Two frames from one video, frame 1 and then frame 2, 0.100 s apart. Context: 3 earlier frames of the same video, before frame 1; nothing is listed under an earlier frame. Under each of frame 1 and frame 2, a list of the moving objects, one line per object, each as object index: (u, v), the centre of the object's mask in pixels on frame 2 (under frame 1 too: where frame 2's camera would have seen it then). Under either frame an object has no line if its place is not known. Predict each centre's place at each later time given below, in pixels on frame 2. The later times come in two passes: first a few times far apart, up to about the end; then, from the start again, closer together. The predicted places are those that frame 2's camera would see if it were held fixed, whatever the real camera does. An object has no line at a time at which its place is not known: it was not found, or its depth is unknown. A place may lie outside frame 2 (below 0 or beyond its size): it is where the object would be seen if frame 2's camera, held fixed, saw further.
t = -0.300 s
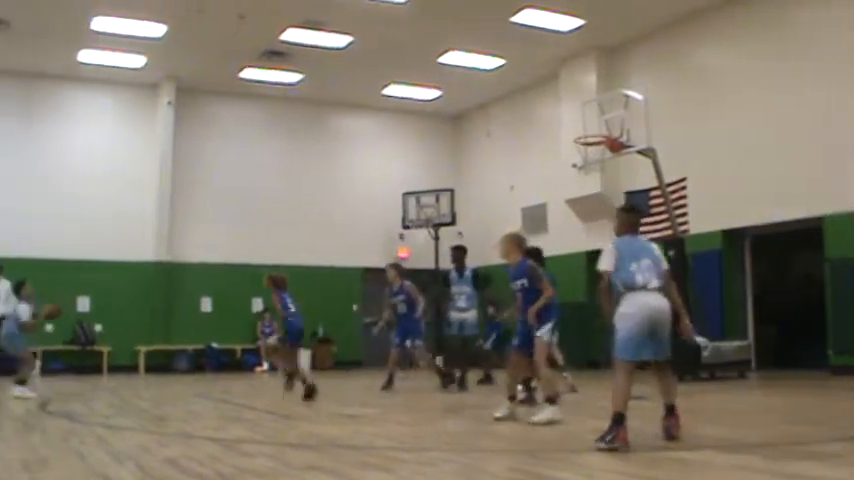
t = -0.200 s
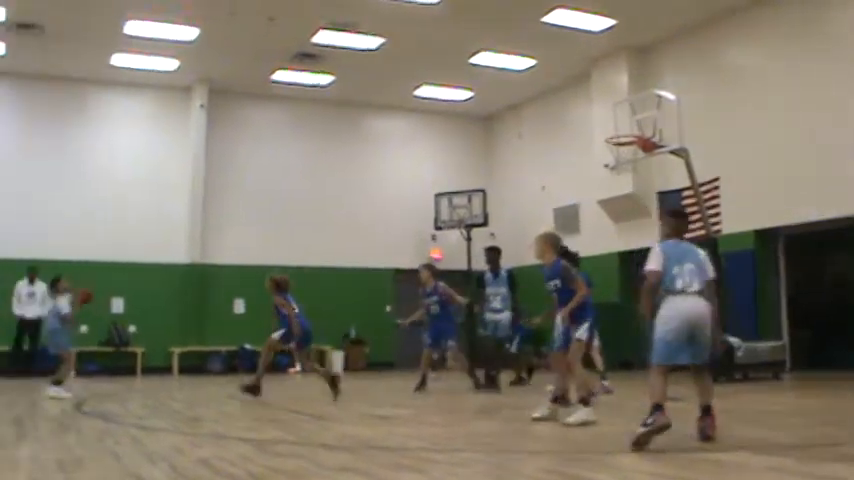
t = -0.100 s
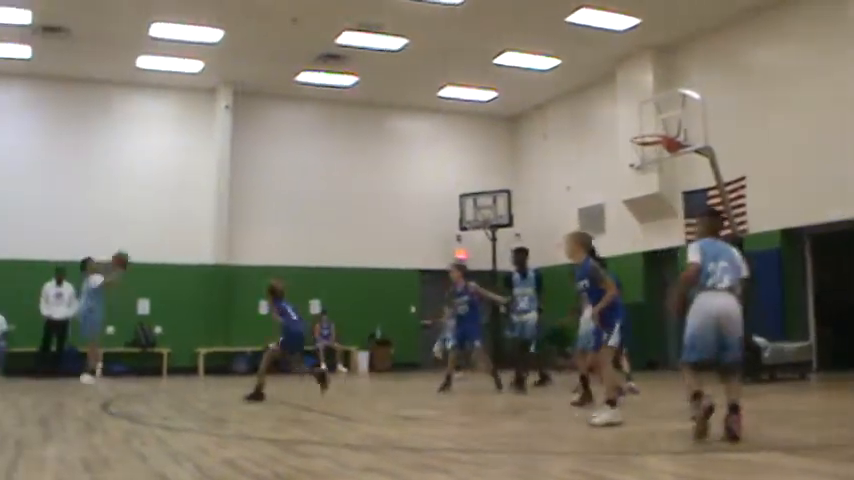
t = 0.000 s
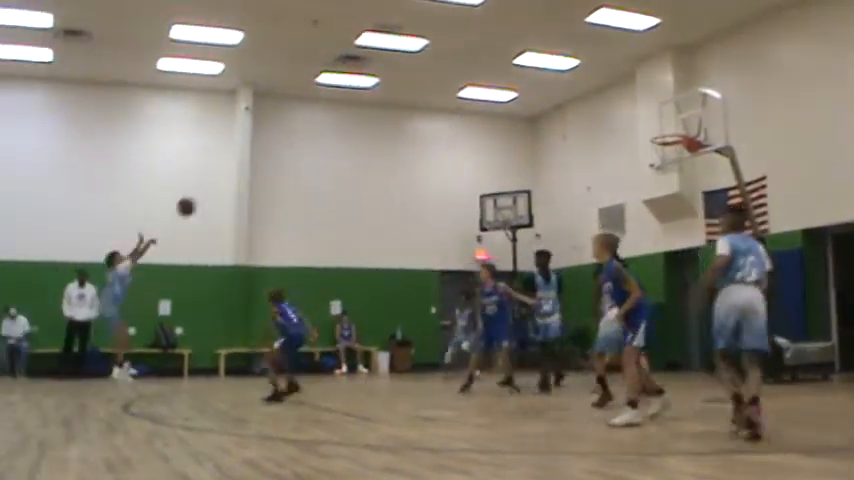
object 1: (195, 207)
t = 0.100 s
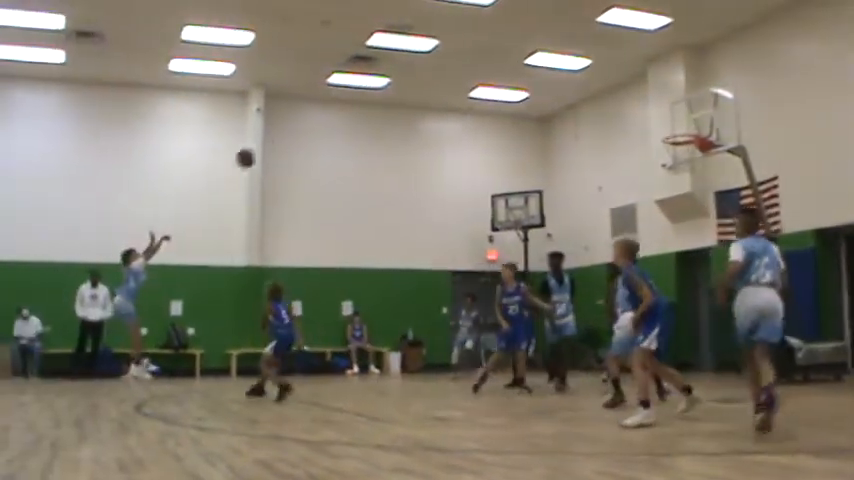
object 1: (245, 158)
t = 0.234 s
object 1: (307, 107)
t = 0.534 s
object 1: (440, 52)
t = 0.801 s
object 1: (553, 66)
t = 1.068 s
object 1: (661, 132)
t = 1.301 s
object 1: (696, 112)
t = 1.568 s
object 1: (683, 124)
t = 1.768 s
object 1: (683, 144)
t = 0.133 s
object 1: (260, 143)
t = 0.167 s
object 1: (276, 131)
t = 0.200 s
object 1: (292, 118)
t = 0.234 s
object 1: (307, 107)
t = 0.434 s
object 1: (396, 62)
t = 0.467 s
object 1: (410, 59)
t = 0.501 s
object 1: (426, 55)
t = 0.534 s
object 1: (440, 52)
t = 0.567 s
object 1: (454, 51)
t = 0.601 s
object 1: (469, 50)
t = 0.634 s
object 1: (482, 50)
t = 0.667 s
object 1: (497, 52)
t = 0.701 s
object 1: (510, 54)
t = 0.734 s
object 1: (524, 57)
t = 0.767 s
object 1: (539, 61)
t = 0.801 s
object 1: (553, 66)
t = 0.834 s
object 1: (567, 72)
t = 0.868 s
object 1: (581, 78)
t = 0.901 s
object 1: (594, 85)
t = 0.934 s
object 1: (608, 92)
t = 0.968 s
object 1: (621, 101)
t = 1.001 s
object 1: (634, 111)
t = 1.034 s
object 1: (648, 121)
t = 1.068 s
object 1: (661, 132)
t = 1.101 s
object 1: (667, 128)
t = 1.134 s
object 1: (674, 124)
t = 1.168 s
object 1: (680, 120)
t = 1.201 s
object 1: (687, 117)
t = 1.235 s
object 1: (693, 116)
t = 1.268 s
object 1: (697, 114)
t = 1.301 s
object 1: (696, 112)
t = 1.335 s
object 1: (694, 110)
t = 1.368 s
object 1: (692, 110)
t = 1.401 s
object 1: (691, 110)
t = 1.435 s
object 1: (689, 111)
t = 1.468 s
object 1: (687, 113)
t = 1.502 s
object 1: (686, 115)
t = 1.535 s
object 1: (684, 119)
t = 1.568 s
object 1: (683, 124)
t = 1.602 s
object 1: (683, 126)
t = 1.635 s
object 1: (683, 128)
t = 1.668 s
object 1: (683, 131)
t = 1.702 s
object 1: (683, 134)
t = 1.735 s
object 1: (682, 139)
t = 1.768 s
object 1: (683, 144)
